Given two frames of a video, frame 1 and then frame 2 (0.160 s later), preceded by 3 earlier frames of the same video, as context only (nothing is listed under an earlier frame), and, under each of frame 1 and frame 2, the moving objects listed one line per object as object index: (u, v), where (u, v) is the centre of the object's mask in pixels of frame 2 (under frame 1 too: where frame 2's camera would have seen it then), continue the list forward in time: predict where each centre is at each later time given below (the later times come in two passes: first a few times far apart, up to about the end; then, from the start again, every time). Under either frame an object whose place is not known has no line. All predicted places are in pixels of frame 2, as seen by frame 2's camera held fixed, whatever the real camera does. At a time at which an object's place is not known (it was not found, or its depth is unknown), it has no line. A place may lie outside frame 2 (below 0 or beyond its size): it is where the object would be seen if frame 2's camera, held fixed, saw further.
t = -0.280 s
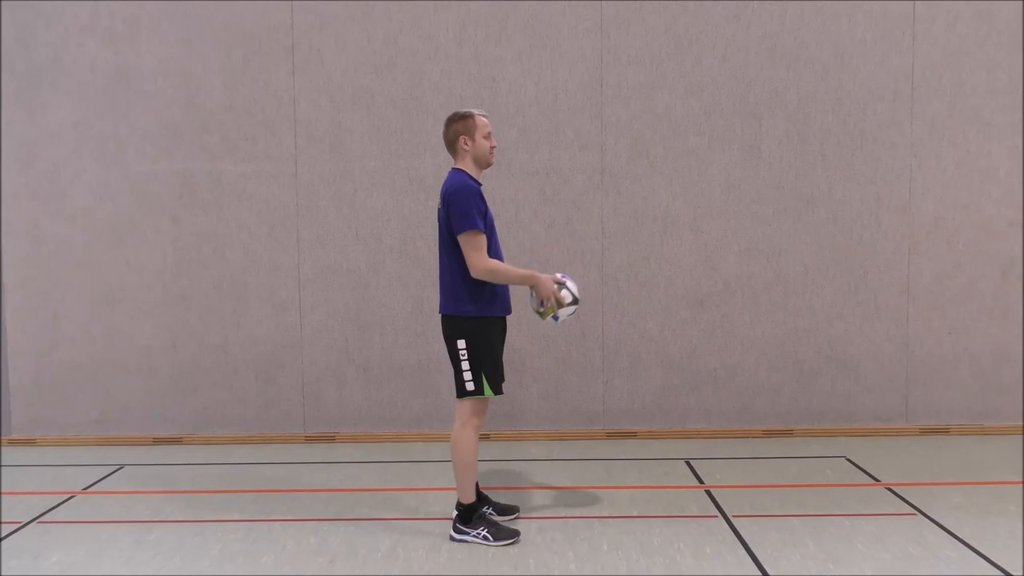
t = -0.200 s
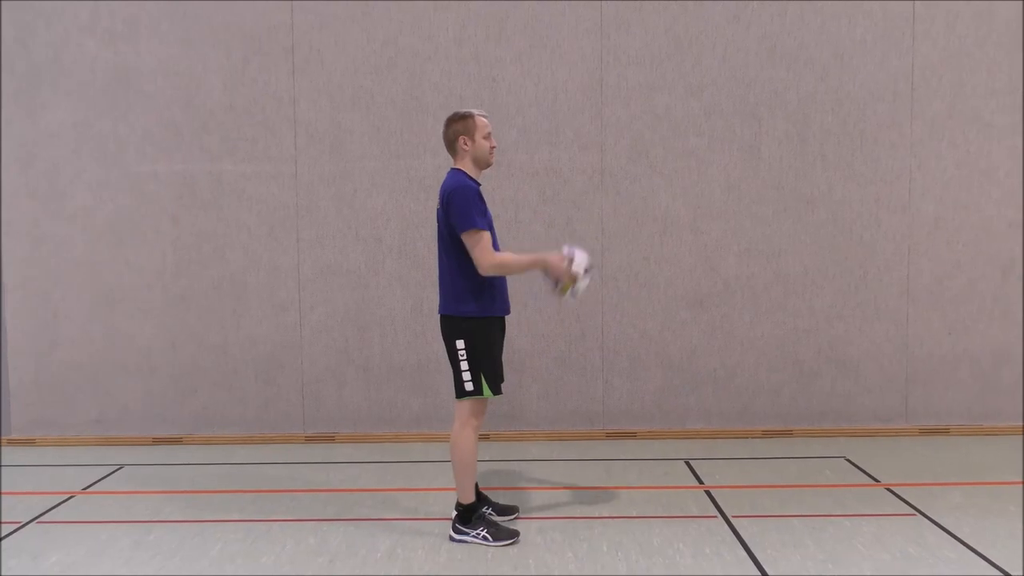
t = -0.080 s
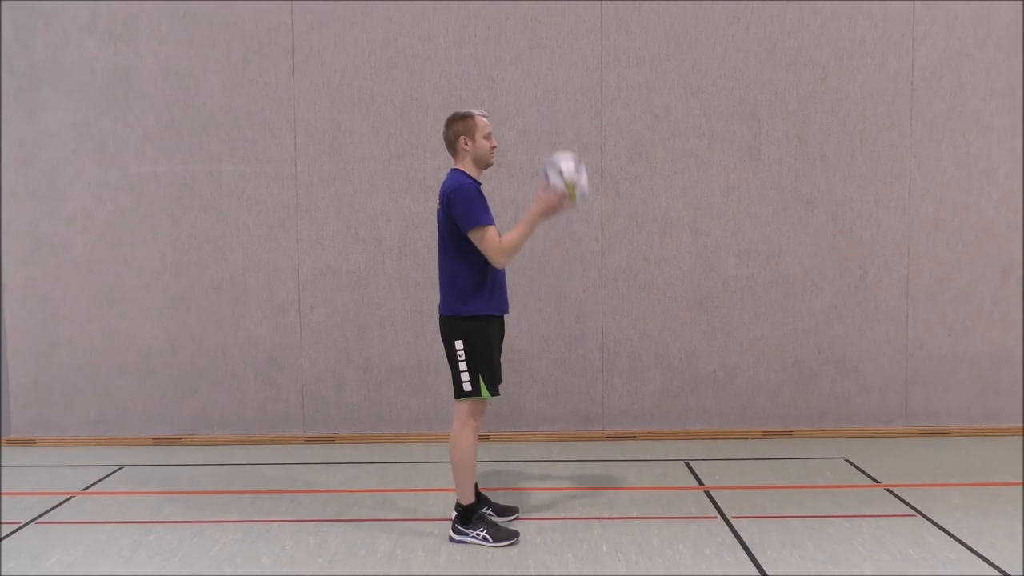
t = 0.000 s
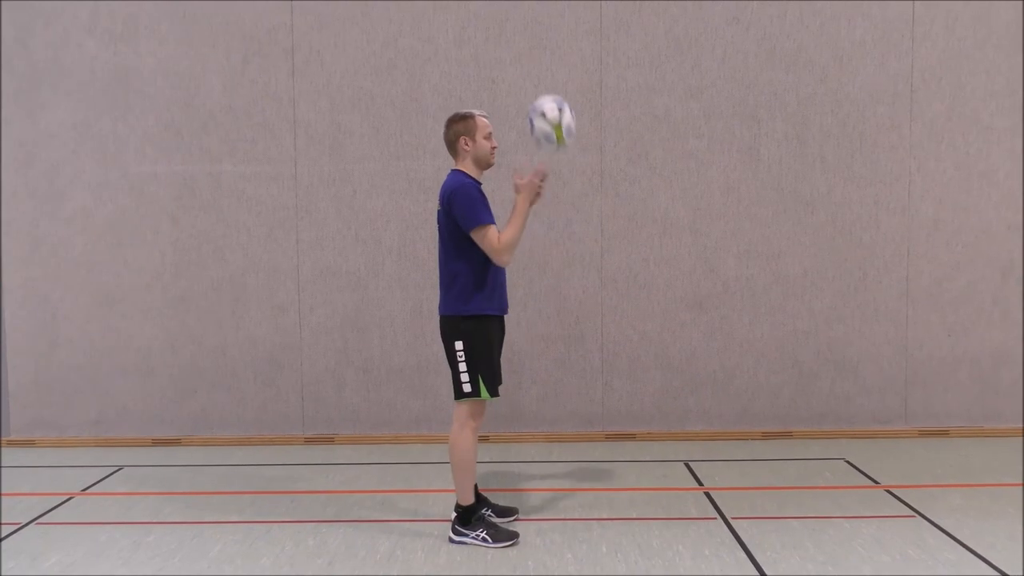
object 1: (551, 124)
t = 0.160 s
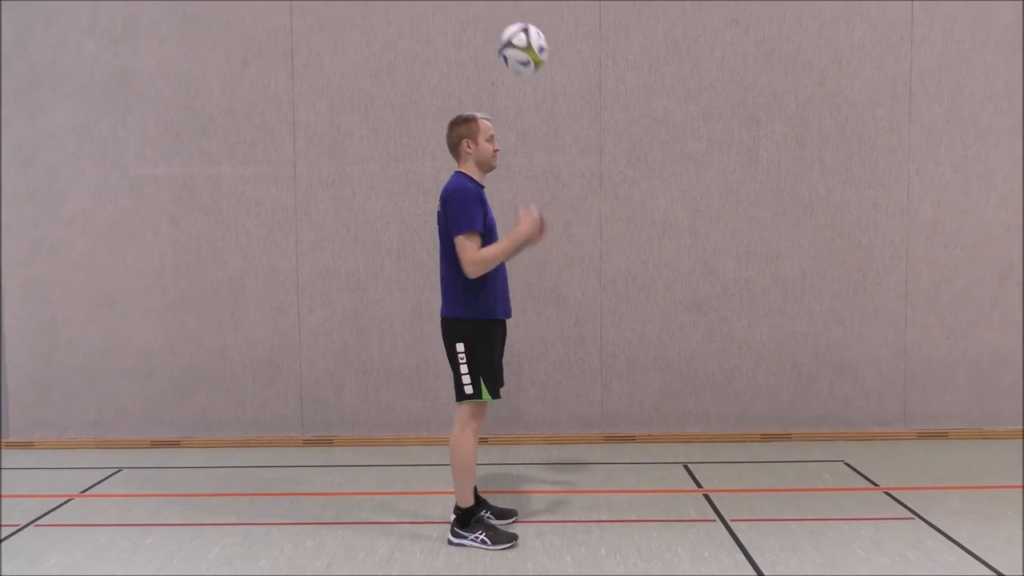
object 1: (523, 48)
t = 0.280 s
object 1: (503, 28)
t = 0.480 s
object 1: (470, 65)
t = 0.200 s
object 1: (516, 38)
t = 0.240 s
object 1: (509, 31)
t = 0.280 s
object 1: (503, 28)
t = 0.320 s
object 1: (496, 28)
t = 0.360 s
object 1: (489, 31)
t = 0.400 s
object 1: (483, 39)
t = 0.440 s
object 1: (476, 49)
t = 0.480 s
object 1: (470, 65)
